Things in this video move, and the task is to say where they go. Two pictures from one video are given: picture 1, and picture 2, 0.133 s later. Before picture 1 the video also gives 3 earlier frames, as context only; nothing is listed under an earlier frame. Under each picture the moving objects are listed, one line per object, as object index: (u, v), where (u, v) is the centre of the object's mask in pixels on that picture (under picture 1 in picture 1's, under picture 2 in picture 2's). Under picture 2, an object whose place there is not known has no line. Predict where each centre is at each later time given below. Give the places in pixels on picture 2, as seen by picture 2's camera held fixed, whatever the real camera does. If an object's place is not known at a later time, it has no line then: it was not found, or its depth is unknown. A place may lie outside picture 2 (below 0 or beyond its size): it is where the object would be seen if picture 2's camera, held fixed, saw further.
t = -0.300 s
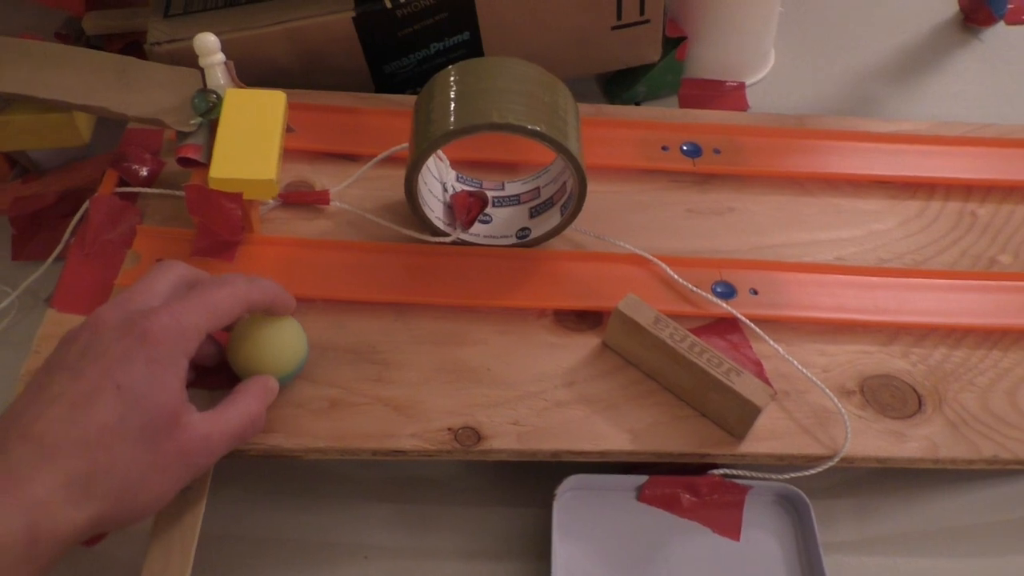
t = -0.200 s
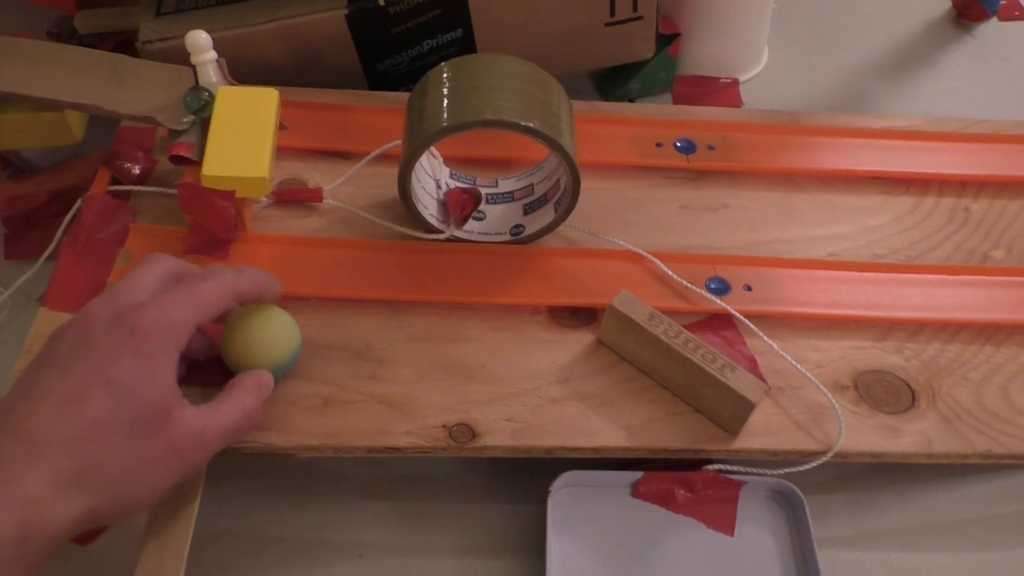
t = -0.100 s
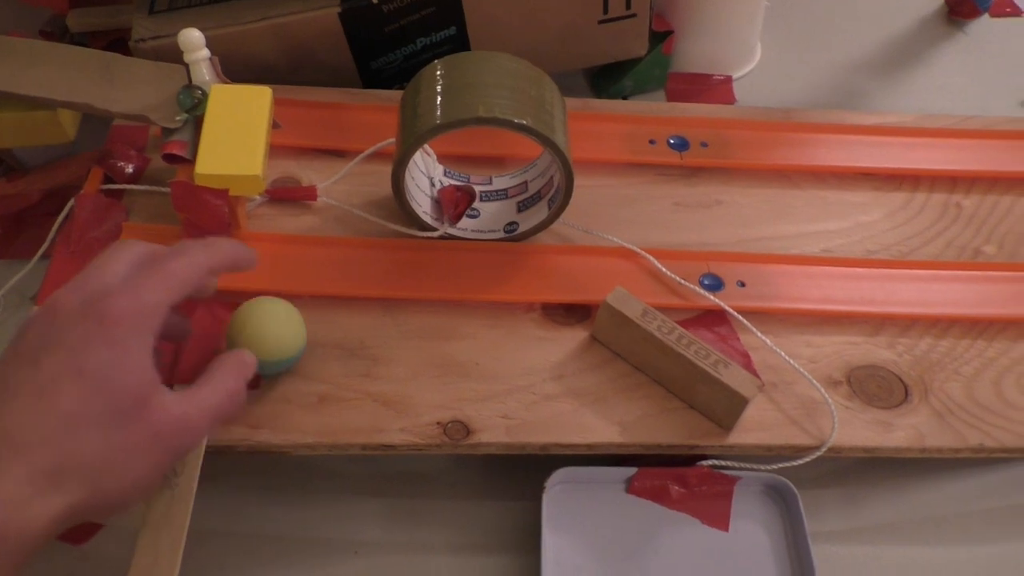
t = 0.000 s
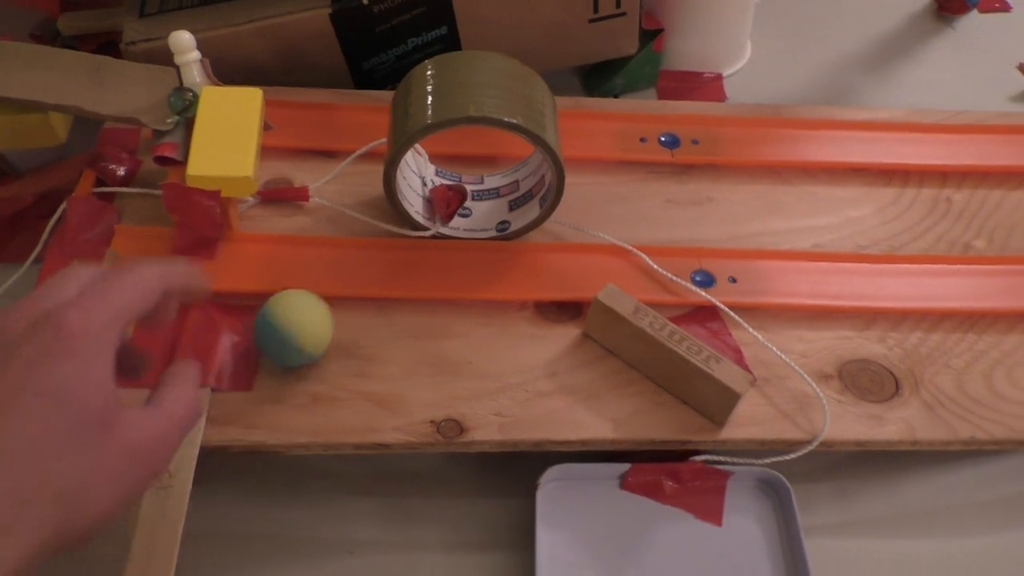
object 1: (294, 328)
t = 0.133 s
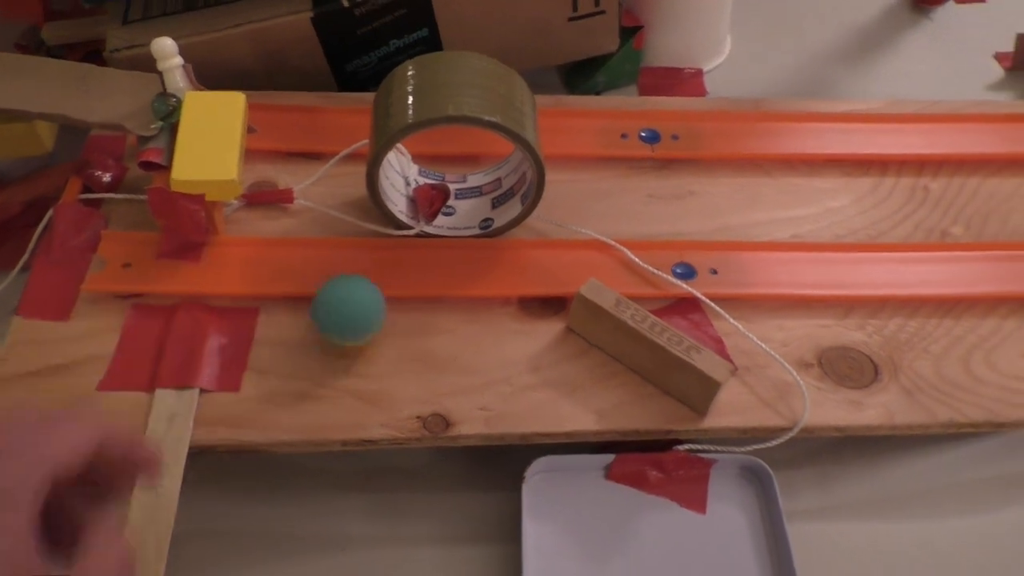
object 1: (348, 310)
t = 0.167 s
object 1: (367, 311)
